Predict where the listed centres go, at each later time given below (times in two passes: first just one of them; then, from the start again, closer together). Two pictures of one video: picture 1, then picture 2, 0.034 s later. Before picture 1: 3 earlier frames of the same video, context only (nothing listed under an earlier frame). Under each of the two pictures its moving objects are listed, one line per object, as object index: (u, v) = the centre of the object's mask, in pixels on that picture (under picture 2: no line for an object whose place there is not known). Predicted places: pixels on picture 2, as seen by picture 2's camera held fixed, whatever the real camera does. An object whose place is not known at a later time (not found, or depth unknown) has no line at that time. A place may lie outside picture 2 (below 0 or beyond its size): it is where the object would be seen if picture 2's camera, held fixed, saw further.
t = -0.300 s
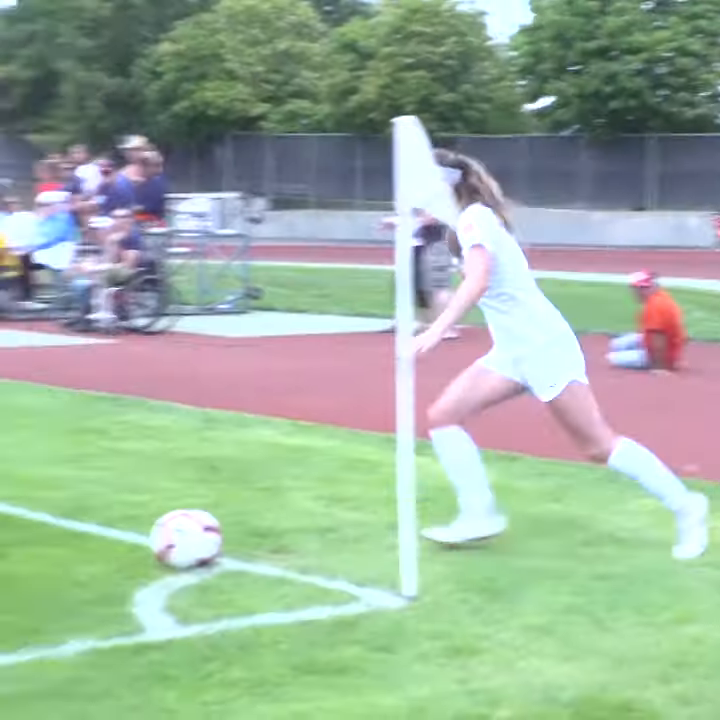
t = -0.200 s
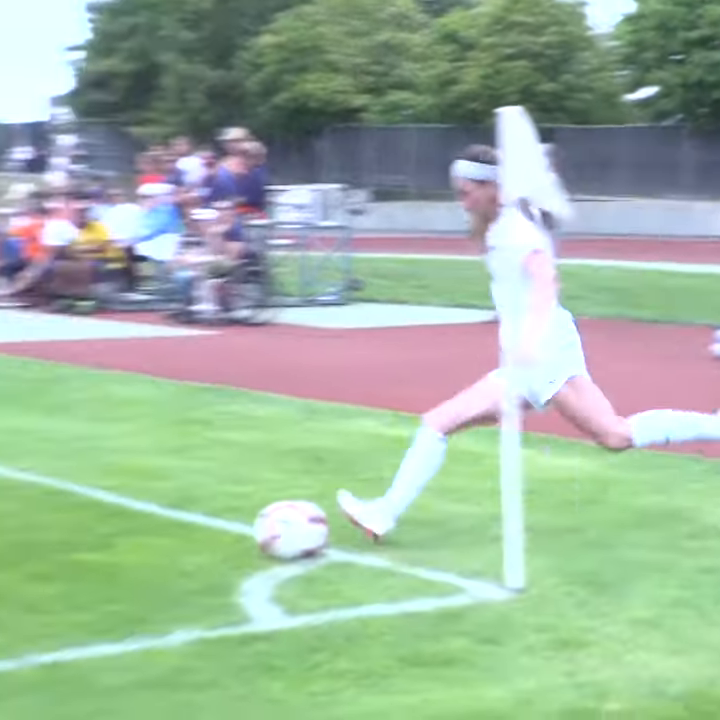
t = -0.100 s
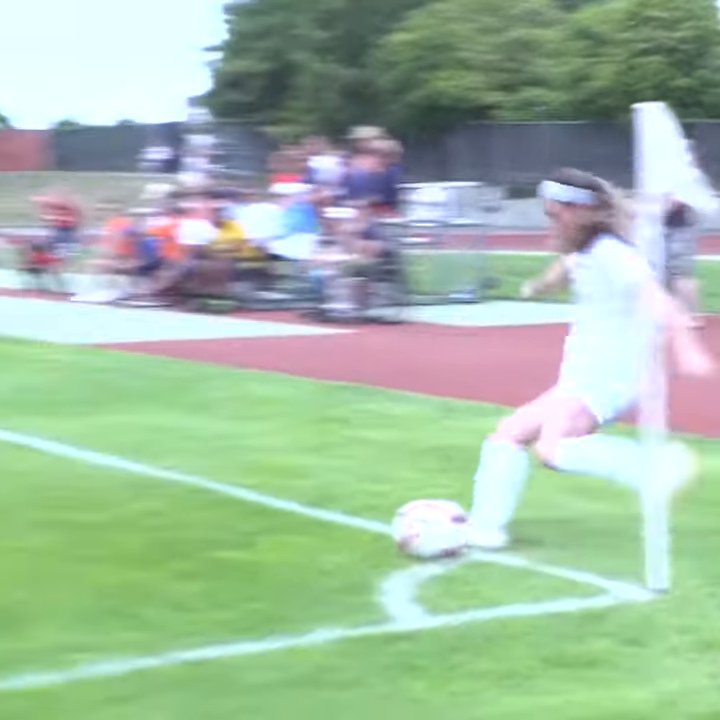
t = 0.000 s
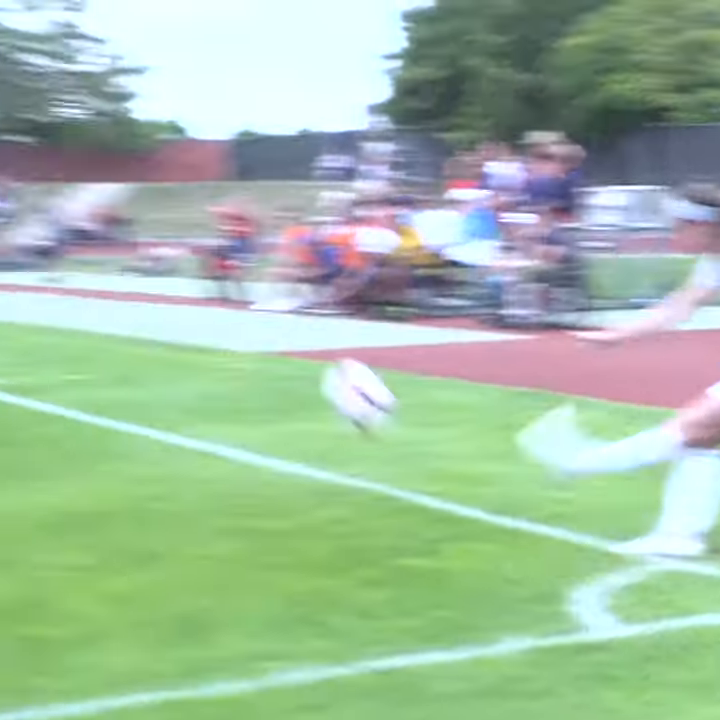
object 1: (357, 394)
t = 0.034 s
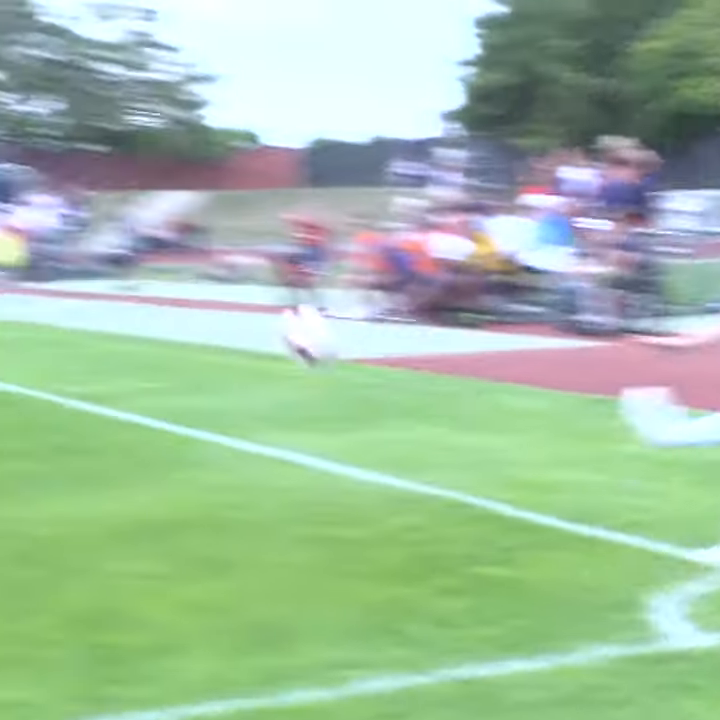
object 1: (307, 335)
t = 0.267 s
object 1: (-246, 50)
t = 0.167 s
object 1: (-61, 142)
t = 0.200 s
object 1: (-128, 110)
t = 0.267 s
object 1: (-246, 50)
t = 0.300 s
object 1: (-295, 25)
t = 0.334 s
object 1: (-338, 6)
